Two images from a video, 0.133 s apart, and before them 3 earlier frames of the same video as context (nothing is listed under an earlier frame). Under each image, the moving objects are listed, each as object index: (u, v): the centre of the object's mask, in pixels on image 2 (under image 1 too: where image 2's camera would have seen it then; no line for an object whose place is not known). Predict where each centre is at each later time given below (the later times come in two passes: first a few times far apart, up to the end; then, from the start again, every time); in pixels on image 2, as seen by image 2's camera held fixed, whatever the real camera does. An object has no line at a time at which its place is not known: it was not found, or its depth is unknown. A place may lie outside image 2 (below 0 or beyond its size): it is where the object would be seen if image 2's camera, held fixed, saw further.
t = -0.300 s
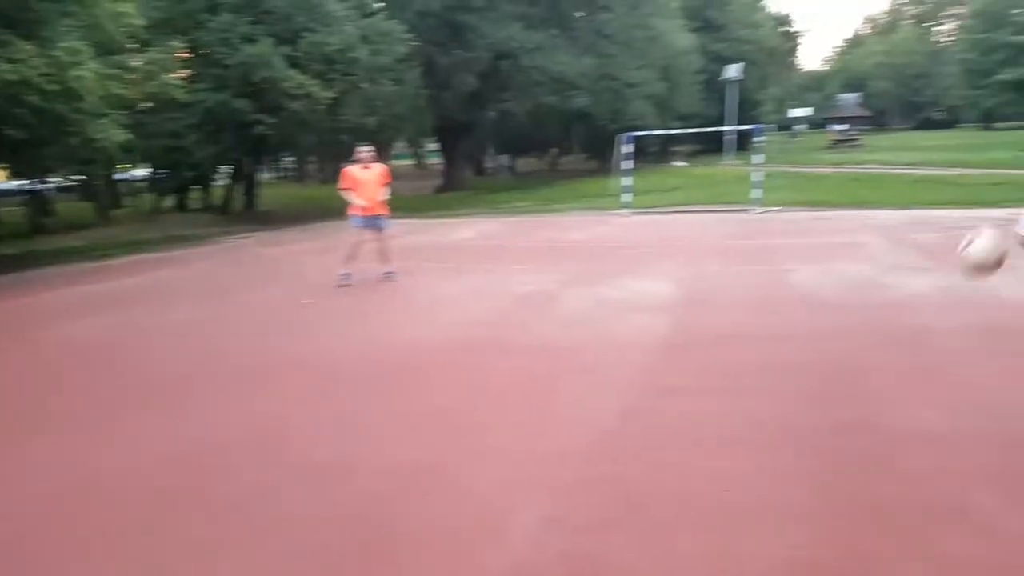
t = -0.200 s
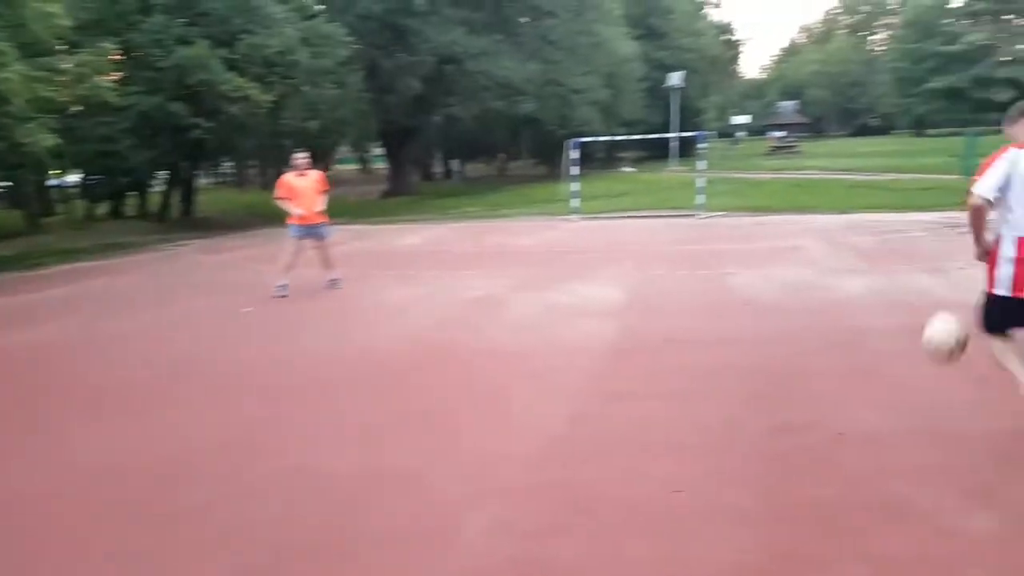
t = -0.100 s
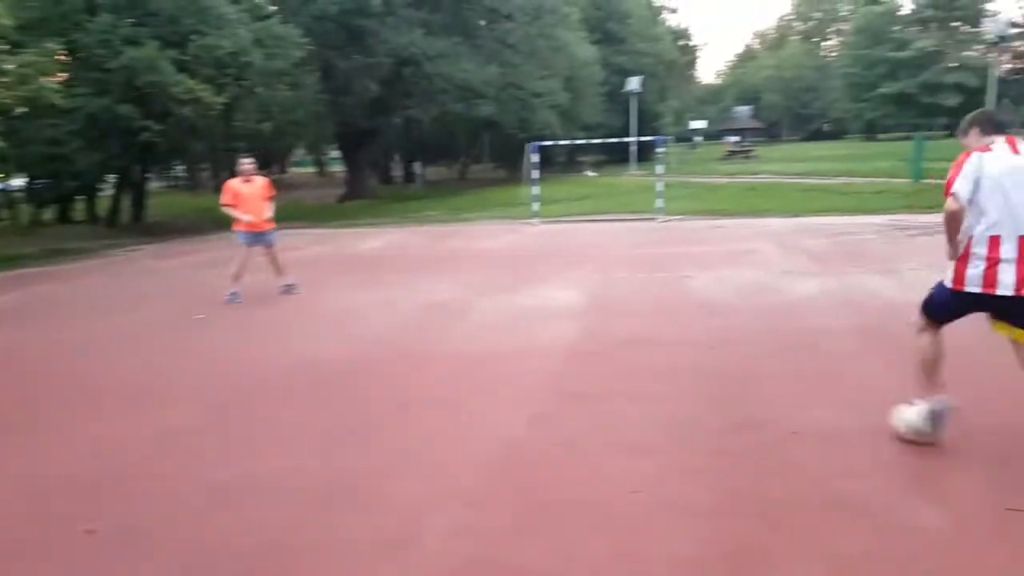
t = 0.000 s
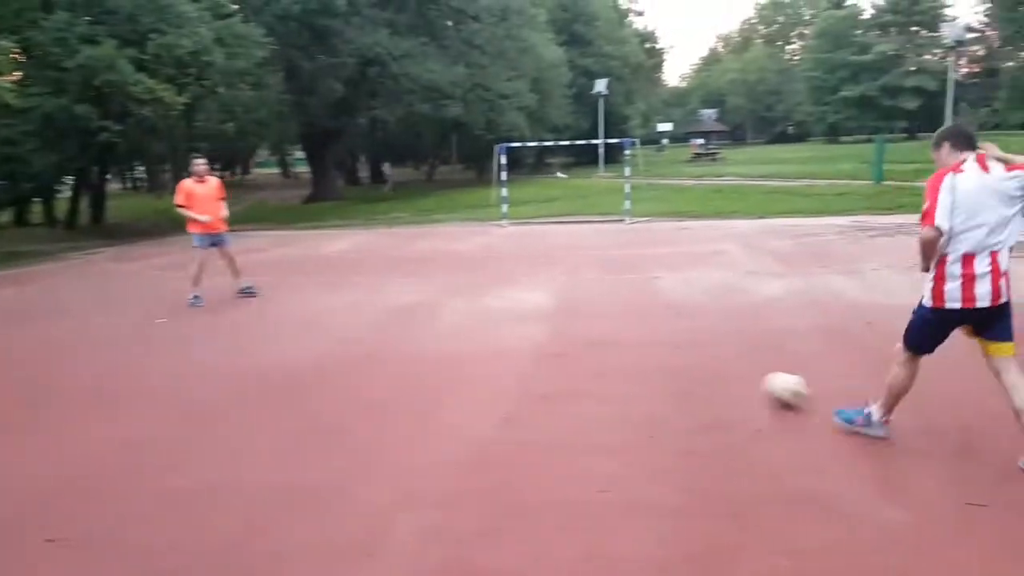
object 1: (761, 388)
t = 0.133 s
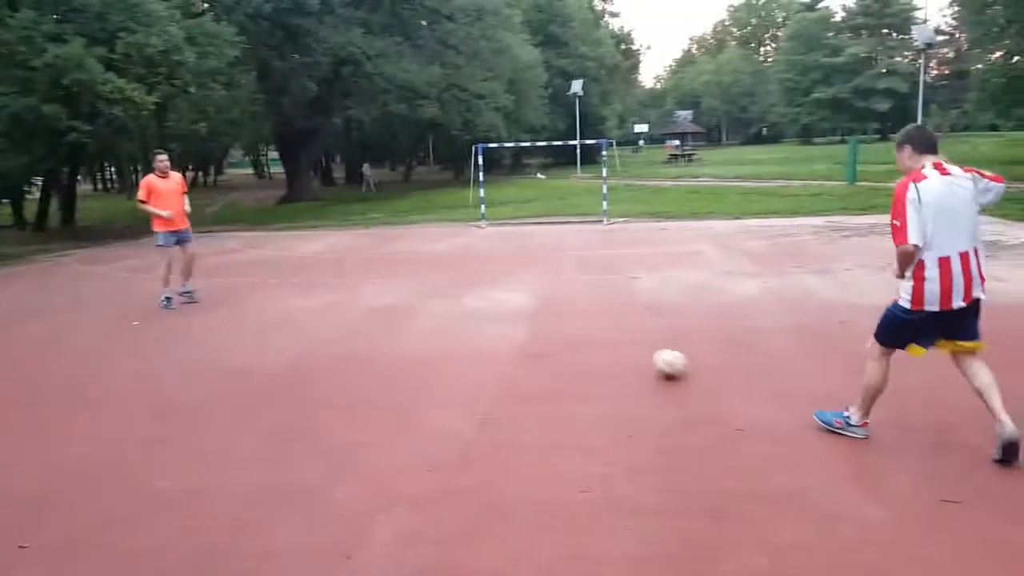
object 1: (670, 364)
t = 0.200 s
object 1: (636, 353)
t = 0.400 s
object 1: (565, 334)
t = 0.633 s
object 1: (520, 314)
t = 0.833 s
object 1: (487, 302)
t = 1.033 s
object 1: (462, 292)
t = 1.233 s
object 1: (442, 284)
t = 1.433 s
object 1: (425, 276)
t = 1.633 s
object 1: (409, 271)
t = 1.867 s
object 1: (394, 265)
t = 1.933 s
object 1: (390, 263)
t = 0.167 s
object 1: (652, 358)
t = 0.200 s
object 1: (636, 353)
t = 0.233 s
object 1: (620, 350)
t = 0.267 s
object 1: (606, 346)
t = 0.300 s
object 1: (594, 343)
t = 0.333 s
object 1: (584, 339)
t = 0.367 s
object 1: (574, 336)
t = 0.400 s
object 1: (565, 334)
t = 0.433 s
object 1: (558, 330)
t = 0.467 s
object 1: (550, 327)
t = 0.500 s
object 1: (543, 324)
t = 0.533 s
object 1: (538, 322)
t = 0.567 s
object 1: (532, 319)
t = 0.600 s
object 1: (525, 317)
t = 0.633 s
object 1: (520, 314)
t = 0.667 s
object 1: (514, 312)
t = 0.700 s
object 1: (509, 310)
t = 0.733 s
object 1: (503, 308)
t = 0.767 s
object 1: (498, 306)
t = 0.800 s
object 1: (493, 303)
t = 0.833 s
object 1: (487, 302)
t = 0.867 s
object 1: (483, 300)
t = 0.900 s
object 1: (479, 299)
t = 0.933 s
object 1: (474, 297)
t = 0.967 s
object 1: (470, 294)
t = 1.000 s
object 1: (466, 293)
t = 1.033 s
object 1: (462, 292)
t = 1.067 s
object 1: (458, 291)
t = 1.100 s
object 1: (455, 289)
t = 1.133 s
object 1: (452, 288)
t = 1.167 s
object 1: (449, 286)
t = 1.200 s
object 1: (445, 285)
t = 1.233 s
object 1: (442, 284)
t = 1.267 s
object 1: (439, 282)
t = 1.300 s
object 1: (436, 281)
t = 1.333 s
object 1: (433, 280)
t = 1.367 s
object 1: (430, 279)
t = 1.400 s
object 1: (427, 278)
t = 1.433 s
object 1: (425, 276)
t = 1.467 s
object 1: (421, 276)
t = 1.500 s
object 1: (419, 275)
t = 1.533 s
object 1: (416, 274)
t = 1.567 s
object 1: (413, 273)
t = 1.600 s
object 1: (411, 271)
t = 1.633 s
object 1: (409, 271)
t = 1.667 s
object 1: (407, 270)
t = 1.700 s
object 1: (404, 269)
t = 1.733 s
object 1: (402, 268)
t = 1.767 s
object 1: (400, 267)
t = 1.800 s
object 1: (398, 266)
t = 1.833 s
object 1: (396, 266)
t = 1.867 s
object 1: (394, 265)
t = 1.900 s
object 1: (392, 264)
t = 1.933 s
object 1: (390, 263)
